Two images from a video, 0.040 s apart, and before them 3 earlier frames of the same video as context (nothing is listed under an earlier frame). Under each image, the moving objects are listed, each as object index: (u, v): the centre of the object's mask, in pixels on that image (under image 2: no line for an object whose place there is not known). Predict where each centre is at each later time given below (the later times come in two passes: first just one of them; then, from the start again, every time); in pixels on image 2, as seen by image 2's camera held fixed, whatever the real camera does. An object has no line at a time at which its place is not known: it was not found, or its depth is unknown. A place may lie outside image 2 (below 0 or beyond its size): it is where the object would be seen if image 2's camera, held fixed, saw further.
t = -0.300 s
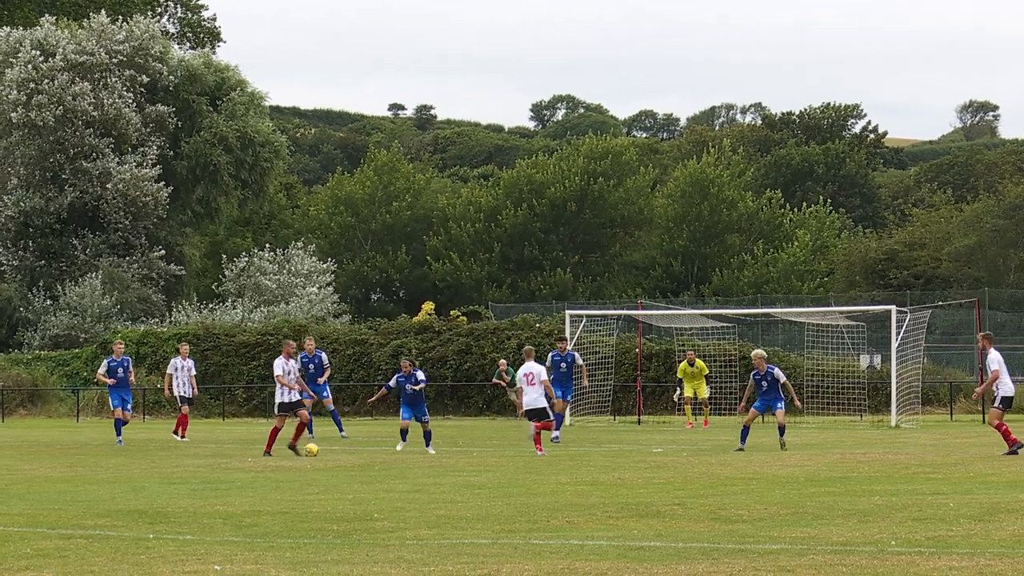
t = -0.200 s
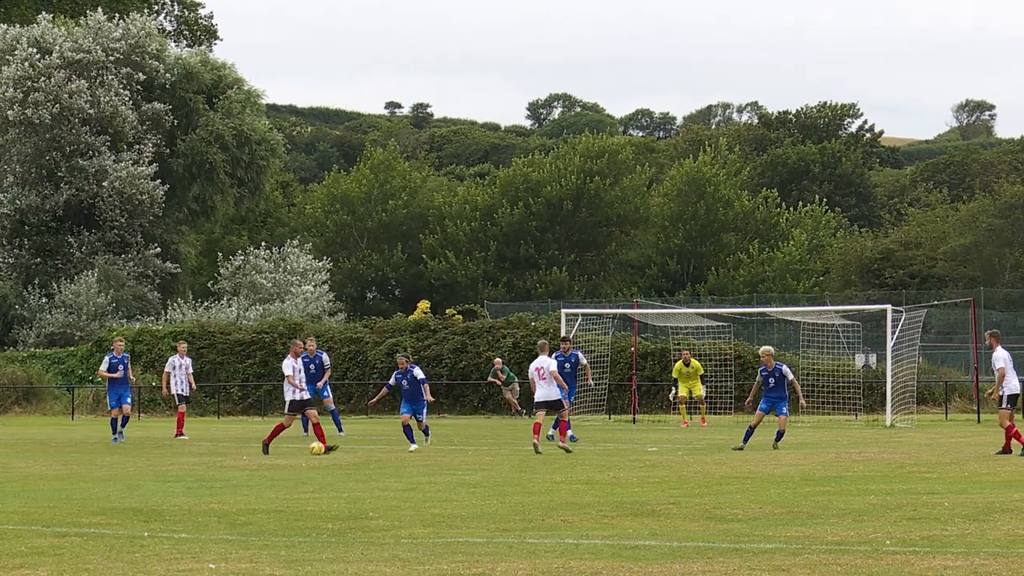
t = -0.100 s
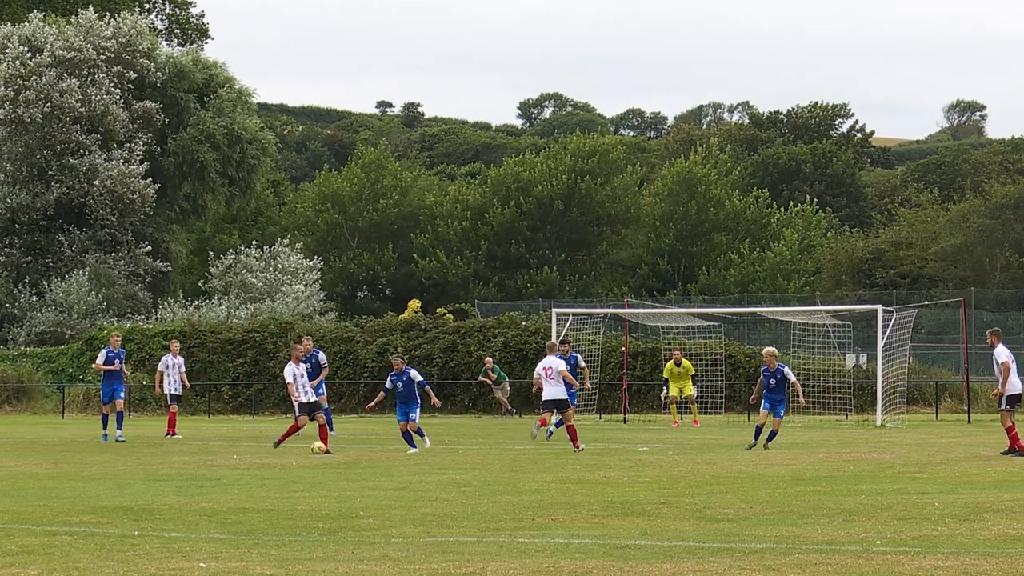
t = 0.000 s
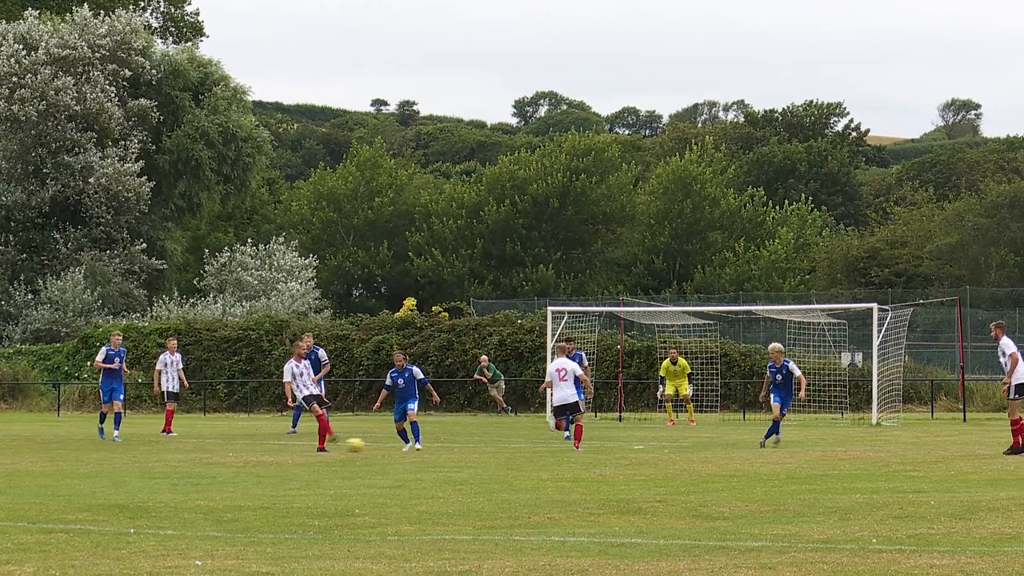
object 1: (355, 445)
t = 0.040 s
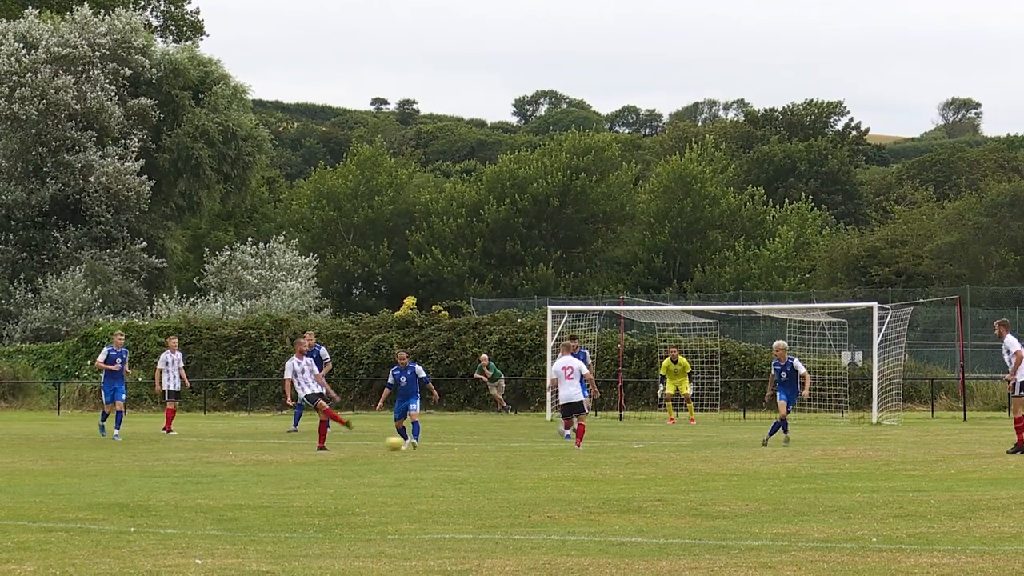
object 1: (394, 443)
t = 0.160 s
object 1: (512, 445)
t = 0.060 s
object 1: (414, 443)
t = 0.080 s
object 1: (433, 443)
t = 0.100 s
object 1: (453, 443)
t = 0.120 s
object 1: (472, 444)
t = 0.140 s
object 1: (493, 445)
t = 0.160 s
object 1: (512, 445)
